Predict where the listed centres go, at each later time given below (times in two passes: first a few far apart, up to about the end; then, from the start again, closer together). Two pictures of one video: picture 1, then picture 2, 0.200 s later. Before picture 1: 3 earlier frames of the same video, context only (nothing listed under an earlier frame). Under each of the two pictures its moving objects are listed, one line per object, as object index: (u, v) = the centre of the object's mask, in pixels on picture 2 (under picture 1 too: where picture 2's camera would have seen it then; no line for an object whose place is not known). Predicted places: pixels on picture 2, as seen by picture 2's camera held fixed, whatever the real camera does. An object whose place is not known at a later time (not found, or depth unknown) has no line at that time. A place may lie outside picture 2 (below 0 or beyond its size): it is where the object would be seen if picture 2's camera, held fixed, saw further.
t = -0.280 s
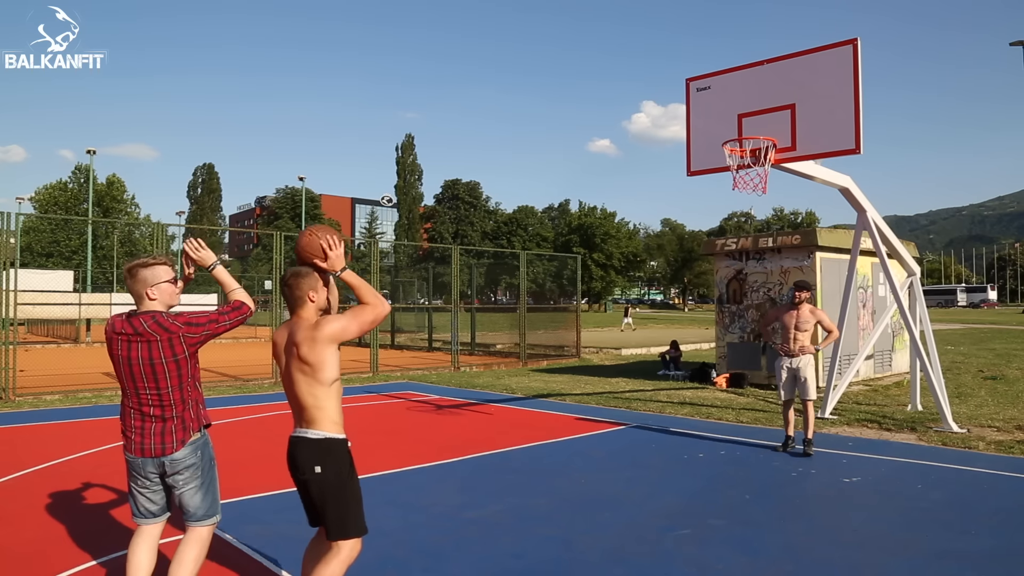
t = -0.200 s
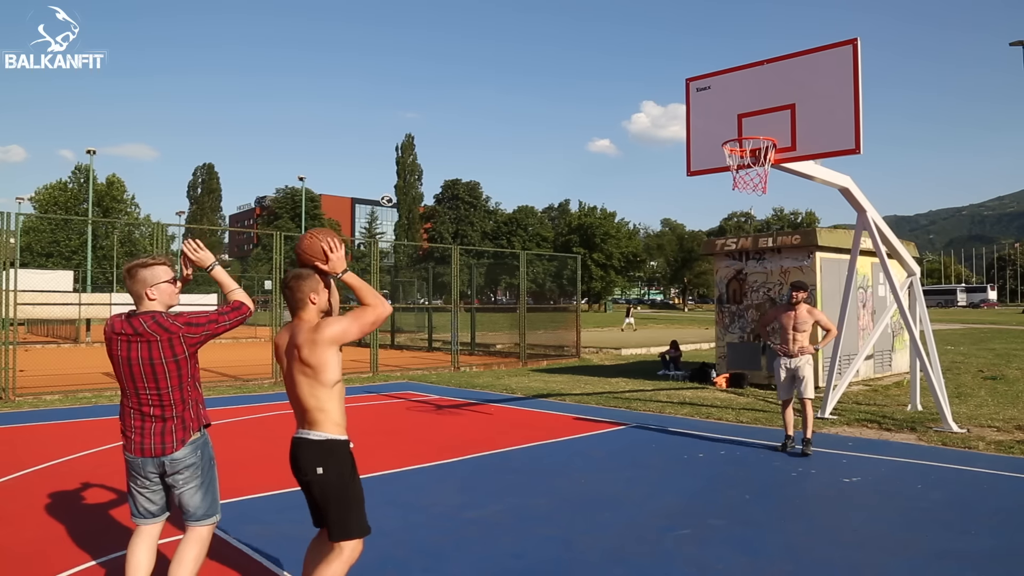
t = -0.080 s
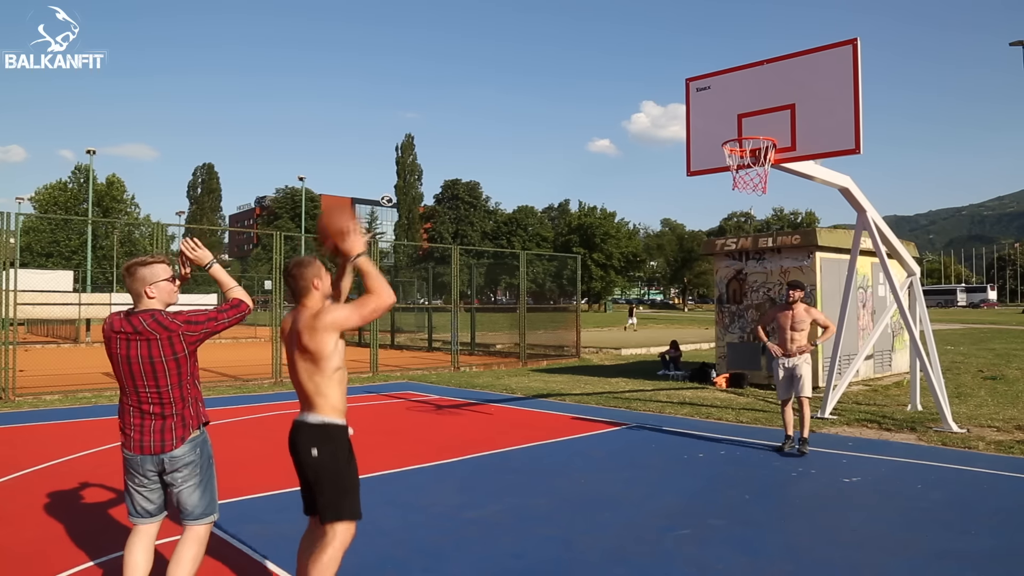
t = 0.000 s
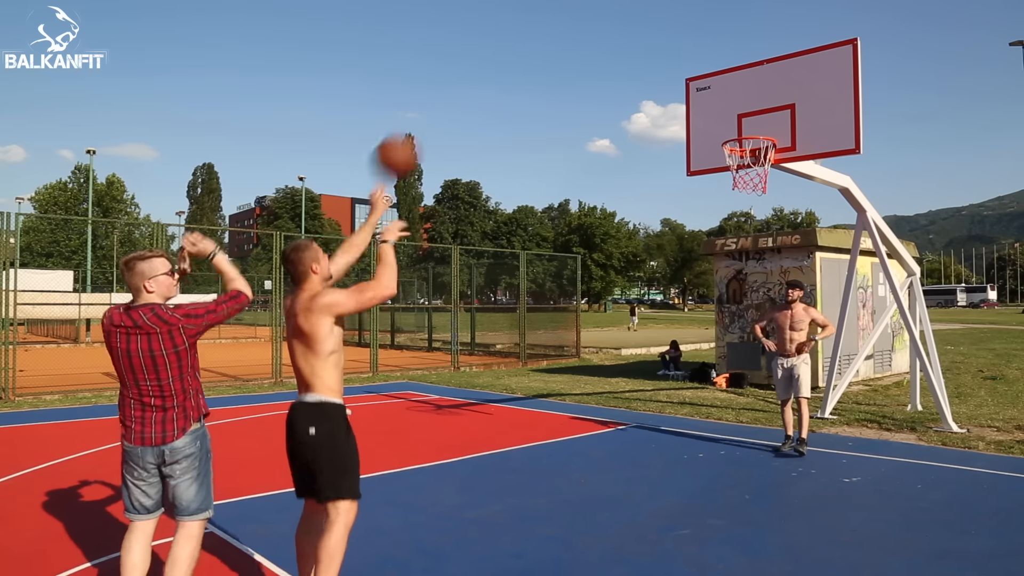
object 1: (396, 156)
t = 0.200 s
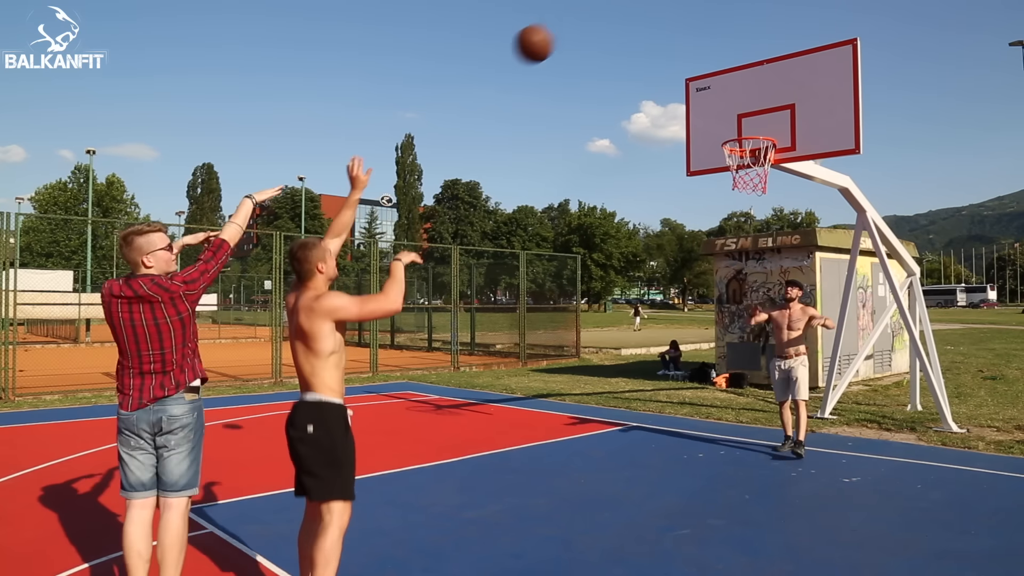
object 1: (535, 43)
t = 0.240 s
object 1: (557, 31)
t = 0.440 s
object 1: (651, 14)
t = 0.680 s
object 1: (737, 55)
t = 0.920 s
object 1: (774, 123)
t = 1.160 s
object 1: (755, 85)
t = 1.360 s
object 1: (739, 92)
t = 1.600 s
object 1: (717, 178)
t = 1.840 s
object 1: (691, 394)
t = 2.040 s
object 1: (659, 518)
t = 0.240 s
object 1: (557, 31)
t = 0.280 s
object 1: (578, 23)
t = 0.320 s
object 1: (598, 17)
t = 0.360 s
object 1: (616, 15)
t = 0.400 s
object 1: (634, 14)
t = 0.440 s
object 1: (651, 14)
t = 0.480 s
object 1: (667, 16)
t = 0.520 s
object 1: (682, 21)
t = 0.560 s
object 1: (697, 27)
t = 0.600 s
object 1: (711, 35)
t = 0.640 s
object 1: (724, 44)
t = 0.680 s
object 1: (737, 55)
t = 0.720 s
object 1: (750, 66)
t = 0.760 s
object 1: (761, 80)
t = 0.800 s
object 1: (773, 93)
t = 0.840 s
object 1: (784, 109)
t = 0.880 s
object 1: (781, 115)
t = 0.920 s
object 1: (774, 123)
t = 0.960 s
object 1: (770, 122)
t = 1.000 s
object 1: (767, 112)
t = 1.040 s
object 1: (764, 103)
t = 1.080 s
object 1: (761, 95)
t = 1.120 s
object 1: (758, 89)
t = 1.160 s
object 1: (755, 85)
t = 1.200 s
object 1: (752, 83)
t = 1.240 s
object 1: (749, 82)
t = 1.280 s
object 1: (746, 83)
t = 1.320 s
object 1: (742, 86)
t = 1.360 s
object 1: (739, 92)
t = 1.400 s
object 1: (736, 99)
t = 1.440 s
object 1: (732, 109)
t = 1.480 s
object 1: (729, 122)
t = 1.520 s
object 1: (725, 137)
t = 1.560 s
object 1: (721, 156)
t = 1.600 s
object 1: (717, 178)
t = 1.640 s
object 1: (714, 203)
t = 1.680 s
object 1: (711, 234)
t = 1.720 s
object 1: (707, 265)
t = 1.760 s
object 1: (702, 302)
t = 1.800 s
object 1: (697, 349)
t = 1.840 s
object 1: (691, 394)
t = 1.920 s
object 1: (678, 508)
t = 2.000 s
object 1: (665, 550)
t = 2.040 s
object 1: (659, 518)
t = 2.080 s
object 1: (654, 488)
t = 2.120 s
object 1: (647, 460)
